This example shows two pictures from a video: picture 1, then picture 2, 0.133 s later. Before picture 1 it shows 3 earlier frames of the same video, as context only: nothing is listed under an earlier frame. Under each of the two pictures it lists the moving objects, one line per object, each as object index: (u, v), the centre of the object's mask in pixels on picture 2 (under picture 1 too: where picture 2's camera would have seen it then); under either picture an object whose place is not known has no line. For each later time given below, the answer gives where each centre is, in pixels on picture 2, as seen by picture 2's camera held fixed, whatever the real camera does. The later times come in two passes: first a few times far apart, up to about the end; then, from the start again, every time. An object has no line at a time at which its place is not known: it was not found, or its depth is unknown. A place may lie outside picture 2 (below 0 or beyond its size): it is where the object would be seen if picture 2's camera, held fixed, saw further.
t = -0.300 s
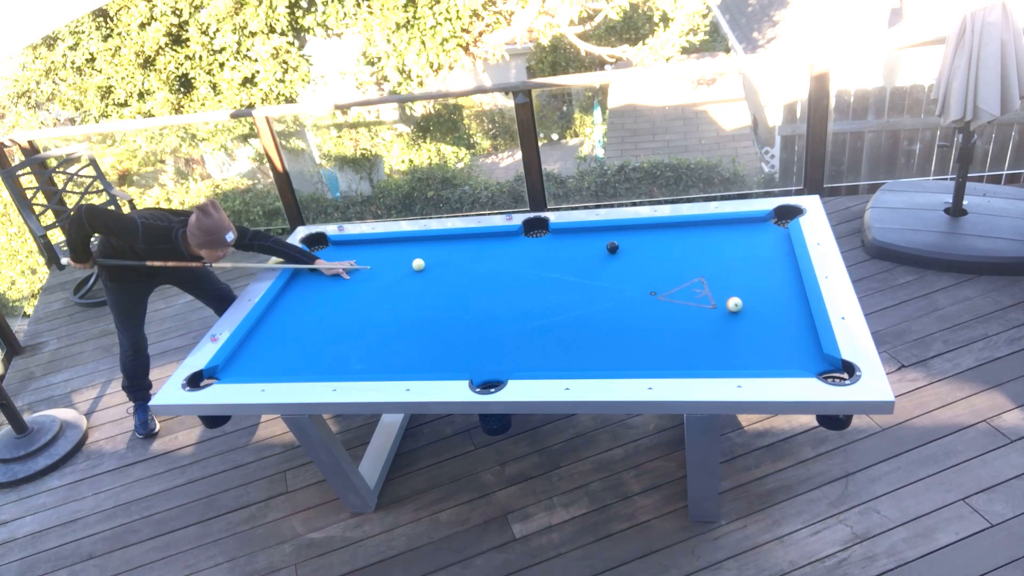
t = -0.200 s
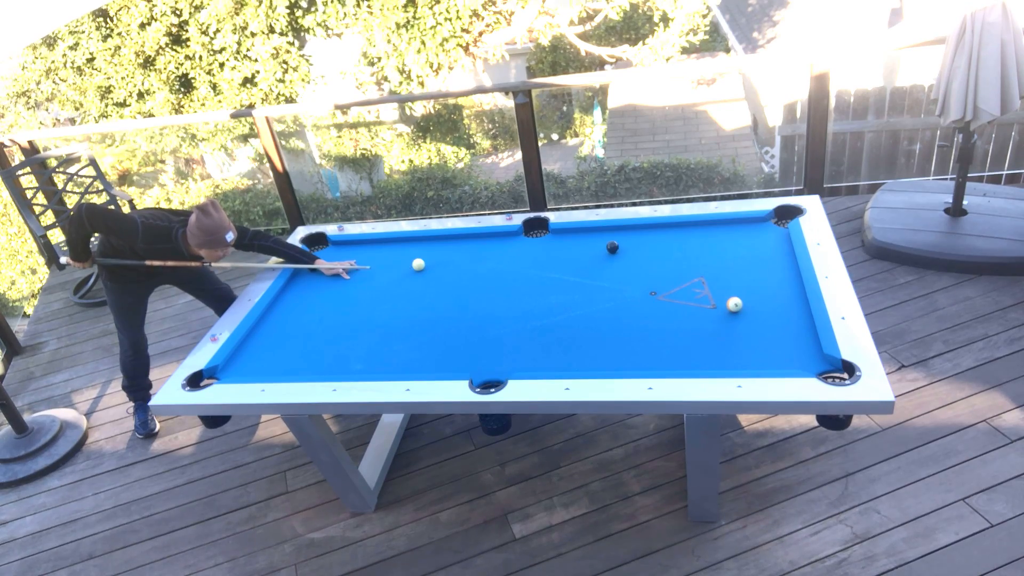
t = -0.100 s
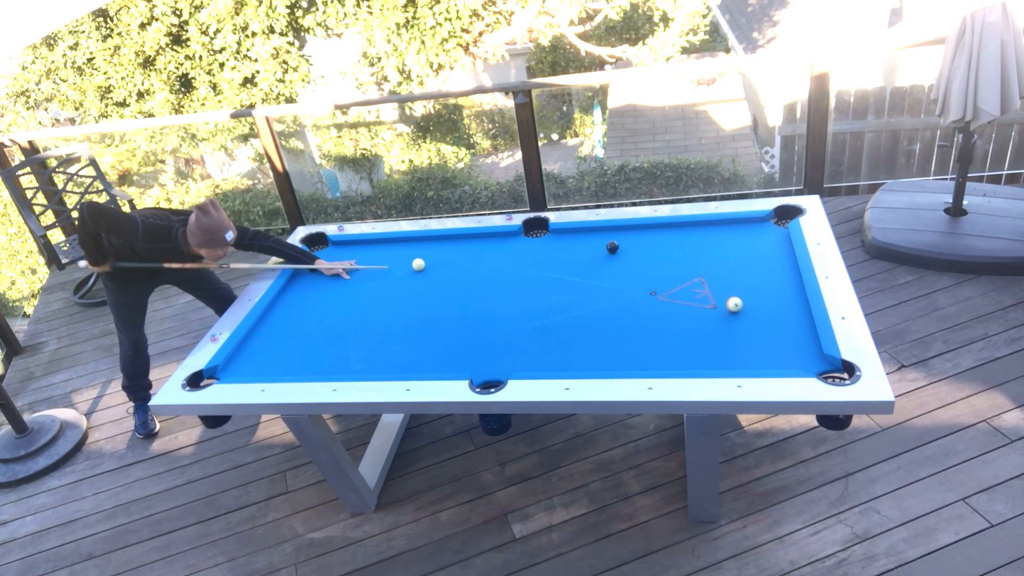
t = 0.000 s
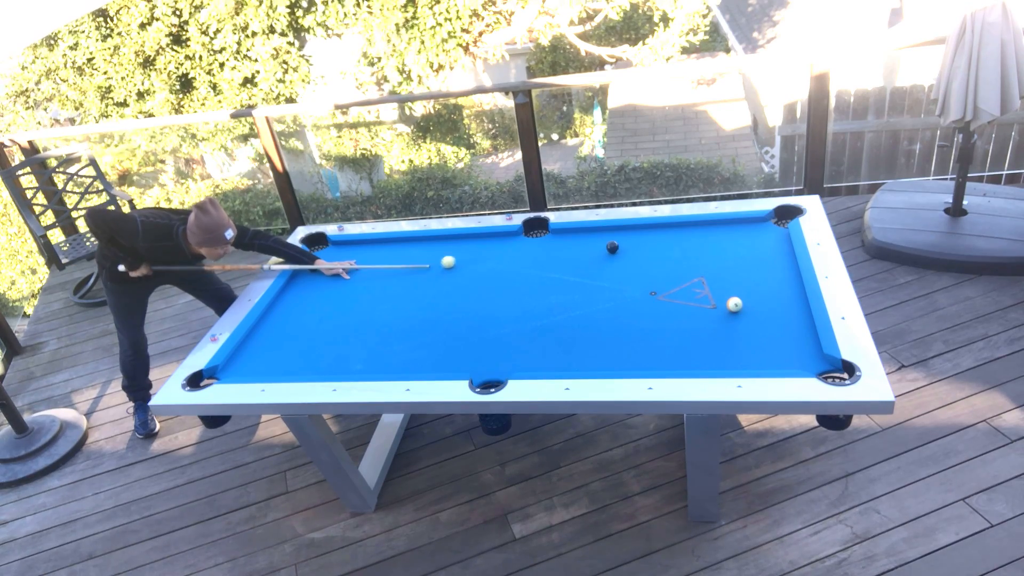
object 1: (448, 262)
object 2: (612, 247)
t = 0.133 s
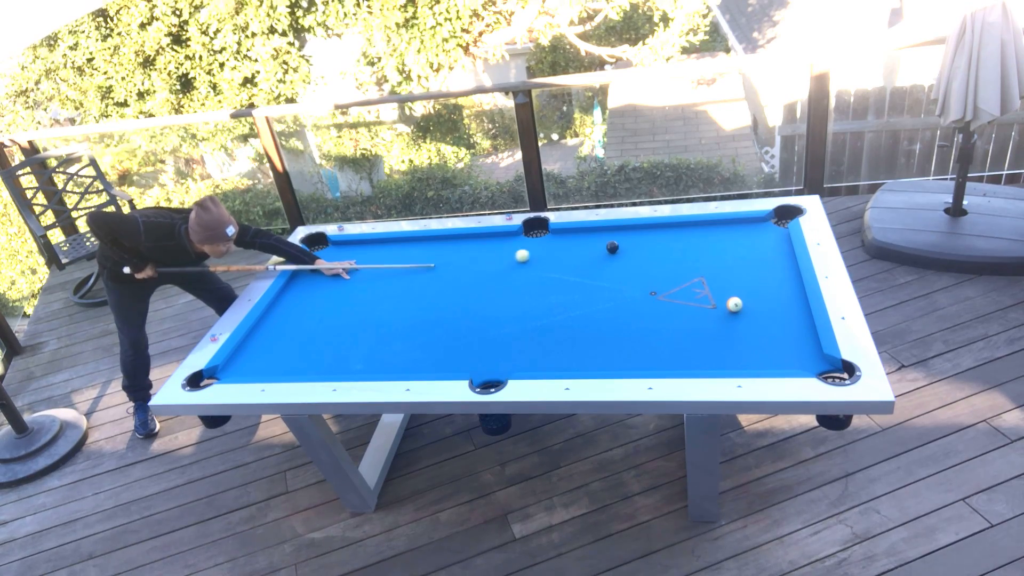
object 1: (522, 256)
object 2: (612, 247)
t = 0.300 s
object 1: (600, 250)
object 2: (615, 247)
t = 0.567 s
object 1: (604, 255)
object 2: (707, 232)
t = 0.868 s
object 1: (607, 260)
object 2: (792, 218)
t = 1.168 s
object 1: (610, 265)
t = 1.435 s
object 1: (613, 269)
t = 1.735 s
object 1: (615, 272)
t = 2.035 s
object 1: (616, 274)
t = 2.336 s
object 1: (617, 276)
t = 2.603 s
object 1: (617, 277)
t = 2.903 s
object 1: (617, 277)
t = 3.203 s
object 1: (617, 277)
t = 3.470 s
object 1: (617, 277)
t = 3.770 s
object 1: (617, 277)
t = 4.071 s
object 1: (617, 277)
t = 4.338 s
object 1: (617, 277)
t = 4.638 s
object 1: (617, 277)
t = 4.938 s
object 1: (617, 277)
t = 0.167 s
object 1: (539, 254)
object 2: (612, 247)
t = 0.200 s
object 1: (556, 253)
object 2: (612, 247)
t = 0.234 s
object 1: (572, 252)
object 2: (612, 247)
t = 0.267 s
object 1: (588, 250)
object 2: (612, 247)
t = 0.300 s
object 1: (600, 250)
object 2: (615, 247)
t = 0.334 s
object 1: (600, 250)
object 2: (629, 245)
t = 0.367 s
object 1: (601, 251)
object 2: (642, 242)
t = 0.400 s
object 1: (601, 252)
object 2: (654, 240)
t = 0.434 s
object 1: (602, 252)
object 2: (666, 239)
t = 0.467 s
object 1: (602, 253)
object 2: (676, 237)
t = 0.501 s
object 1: (603, 254)
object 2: (687, 235)
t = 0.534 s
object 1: (603, 254)
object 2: (697, 233)
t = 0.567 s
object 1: (604, 255)
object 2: (707, 232)
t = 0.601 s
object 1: (604, 256)
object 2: (717, 230)
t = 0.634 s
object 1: (605, 256)
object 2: (727, 228)
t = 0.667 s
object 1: (605, 257)
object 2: (737, 227)
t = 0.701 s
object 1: (605, 257)
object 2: (747, 225)
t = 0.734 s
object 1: (606, 258)
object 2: (757, 224)
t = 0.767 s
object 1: (606, 259)
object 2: (767, 222)
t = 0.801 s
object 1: (606, 259)
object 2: (776, 220)
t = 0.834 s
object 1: (607, 260)
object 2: (786, 218)
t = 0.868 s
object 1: (607, 260)
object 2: (792, 218)
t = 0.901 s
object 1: (608, 261)
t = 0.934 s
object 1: (608, 261)
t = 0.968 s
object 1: (608, 262)
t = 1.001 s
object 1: (609, 262)
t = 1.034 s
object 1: (609, 263)
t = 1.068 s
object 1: (609, 264)
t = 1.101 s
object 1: (610, 264)
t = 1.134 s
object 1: (610, 265)
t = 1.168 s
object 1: (610, 265)
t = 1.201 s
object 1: (611, 266)
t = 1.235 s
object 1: (611, 266)
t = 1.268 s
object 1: (611, 267)
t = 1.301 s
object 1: (612, 267)
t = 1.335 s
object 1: (612, 267)
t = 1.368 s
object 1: (612, 268)
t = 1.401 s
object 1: (612, 268)
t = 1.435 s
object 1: (613, 269)
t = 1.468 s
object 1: (613, 269)
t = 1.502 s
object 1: (613, 270)
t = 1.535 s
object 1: (613, 270)
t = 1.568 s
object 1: (613, 270)
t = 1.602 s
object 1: (614, 271)
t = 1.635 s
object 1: (614, 271)
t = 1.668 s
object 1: (614, 271)
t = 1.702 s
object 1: (614, 272)
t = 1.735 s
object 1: (615, 272)
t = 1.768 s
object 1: (615, 272)
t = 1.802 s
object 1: (615, 273)
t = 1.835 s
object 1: (615, 273)
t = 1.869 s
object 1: (615, 273)
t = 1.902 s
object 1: (616, 274)
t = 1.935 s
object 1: (616, 274)
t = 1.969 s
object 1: (616, 274)
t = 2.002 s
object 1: (616, 274)
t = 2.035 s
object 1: (616, 274)
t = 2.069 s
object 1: (616, 275)
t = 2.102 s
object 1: (616, 275)
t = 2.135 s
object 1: (617, 275)
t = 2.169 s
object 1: (617, 275)
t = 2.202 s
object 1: (617, 275)
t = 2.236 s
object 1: (617, 276)
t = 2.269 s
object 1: (617, 276)
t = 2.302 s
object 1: (617, 276)
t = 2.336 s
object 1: (617, 276)
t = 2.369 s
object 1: (617, 276)
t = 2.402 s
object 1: (617, 276)
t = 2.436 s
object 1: (617, 277)
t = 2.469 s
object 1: (617, 277)
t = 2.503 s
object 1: (617, 277)
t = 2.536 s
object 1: (617, 277)
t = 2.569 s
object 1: (617, 277)
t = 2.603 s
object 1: (617, 277)
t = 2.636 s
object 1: (617, 277)
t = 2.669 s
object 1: (617, 277)
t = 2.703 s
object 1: (617, 277)
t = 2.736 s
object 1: (617, 277)
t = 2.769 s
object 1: (617, 277)
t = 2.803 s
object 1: (617, 277)
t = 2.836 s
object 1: (617, 277)
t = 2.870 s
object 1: (617, 277)
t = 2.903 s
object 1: (617, 277)
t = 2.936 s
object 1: (617, 277)
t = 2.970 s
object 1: (617, 277)
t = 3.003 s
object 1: (617, 277)
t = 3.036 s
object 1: (617, 277)
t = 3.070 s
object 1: (617, 277)
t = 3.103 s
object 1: (617, 277)
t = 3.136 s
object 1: (617, 277)
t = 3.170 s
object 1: (617, 277)
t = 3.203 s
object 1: (617, 277)
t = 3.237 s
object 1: (617, 277)
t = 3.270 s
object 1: (617, 277)
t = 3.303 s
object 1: (617, 277)
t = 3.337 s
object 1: (617, 277)
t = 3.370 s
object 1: (617, 277)
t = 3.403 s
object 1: (617, 277)
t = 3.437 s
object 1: (617, 277)
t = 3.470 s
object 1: (617, 277)
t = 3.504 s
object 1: (617, 277)
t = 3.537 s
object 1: (617, 277)
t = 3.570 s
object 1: (617, 277)
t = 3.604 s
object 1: (617, 277)
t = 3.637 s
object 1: (617, 277)
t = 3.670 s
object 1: (617, 277)
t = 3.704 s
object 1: (617, 277)
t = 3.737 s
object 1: (617, 277)
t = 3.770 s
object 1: (617, 277)
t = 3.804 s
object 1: (617, 277)
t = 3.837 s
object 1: (617, 277)
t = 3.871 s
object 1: (617, 277)
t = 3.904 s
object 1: (617, 277)
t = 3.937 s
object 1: (617, 277)
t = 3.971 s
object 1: (617, 277)
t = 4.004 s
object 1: (617, 277)
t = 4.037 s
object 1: (617, 277)
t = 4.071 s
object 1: (617, 277)
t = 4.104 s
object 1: (617, 277)
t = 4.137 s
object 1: (617, 277)
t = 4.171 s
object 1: (617, 277)
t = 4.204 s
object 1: (617, 277)
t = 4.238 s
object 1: (617, 277)
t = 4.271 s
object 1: (617, 277)
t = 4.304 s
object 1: (617, 277)
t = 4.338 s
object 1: (617, 277)
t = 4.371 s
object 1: (617, 277)
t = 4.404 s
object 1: (617, 277)
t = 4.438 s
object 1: (617, 277)
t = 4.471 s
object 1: (617, 277)
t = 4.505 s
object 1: (617, 277)
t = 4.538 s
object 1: (617, 277)
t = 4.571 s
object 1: (617, 277)
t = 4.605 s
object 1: (617, 277)
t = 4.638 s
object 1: (617, 277)
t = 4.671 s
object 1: (617, 277)
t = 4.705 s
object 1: (617, 277)
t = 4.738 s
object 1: (617, 277)
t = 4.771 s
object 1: (617, 277)
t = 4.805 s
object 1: (617, 277)
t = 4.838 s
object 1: (617, 277)
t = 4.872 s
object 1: (617, 277)
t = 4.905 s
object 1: (617, 277)
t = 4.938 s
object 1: (617, 277)
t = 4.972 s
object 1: (617, 277)
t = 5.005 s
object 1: (617, 277)
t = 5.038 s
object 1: (617, 277)
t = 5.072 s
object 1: (617, 277)
